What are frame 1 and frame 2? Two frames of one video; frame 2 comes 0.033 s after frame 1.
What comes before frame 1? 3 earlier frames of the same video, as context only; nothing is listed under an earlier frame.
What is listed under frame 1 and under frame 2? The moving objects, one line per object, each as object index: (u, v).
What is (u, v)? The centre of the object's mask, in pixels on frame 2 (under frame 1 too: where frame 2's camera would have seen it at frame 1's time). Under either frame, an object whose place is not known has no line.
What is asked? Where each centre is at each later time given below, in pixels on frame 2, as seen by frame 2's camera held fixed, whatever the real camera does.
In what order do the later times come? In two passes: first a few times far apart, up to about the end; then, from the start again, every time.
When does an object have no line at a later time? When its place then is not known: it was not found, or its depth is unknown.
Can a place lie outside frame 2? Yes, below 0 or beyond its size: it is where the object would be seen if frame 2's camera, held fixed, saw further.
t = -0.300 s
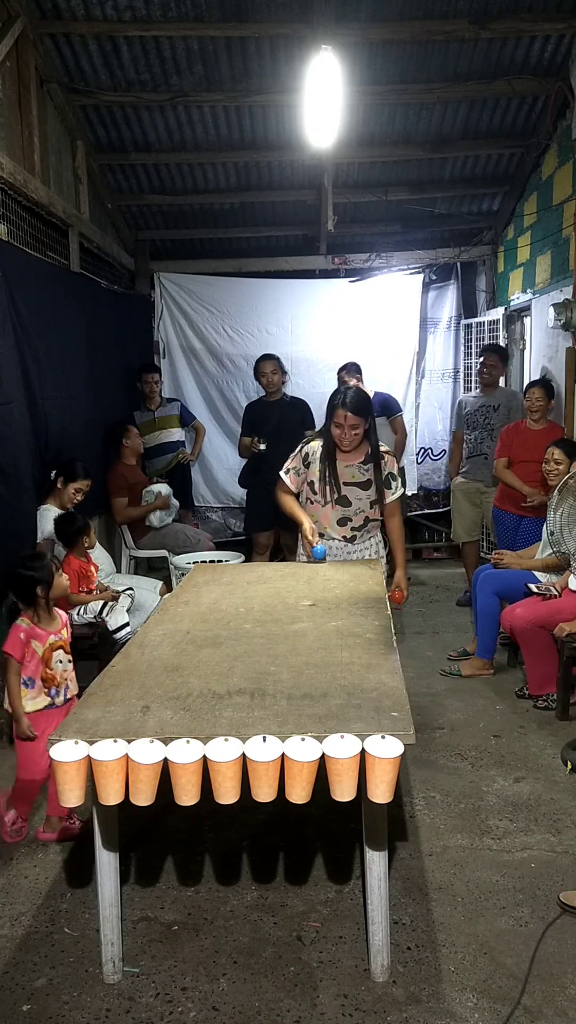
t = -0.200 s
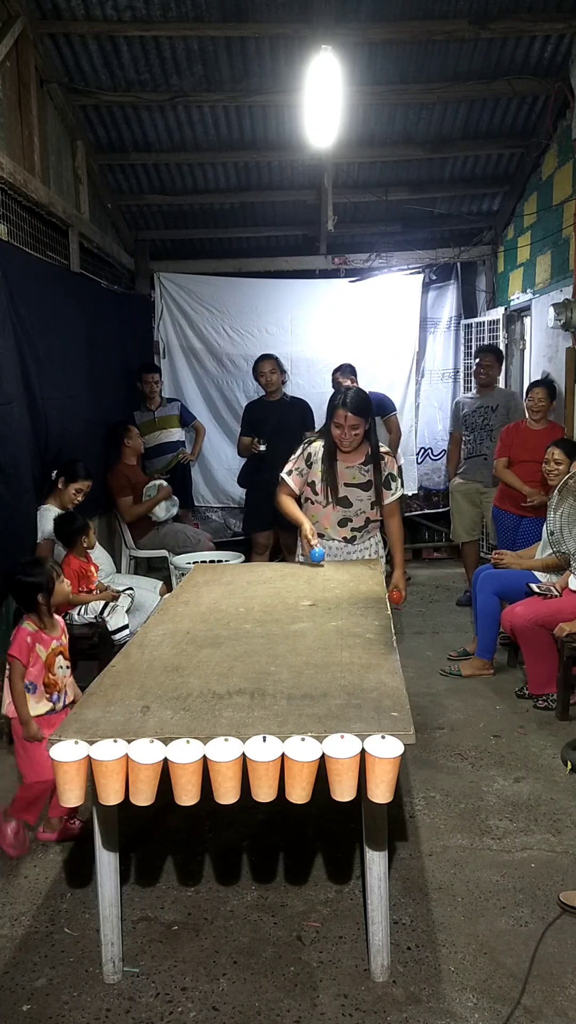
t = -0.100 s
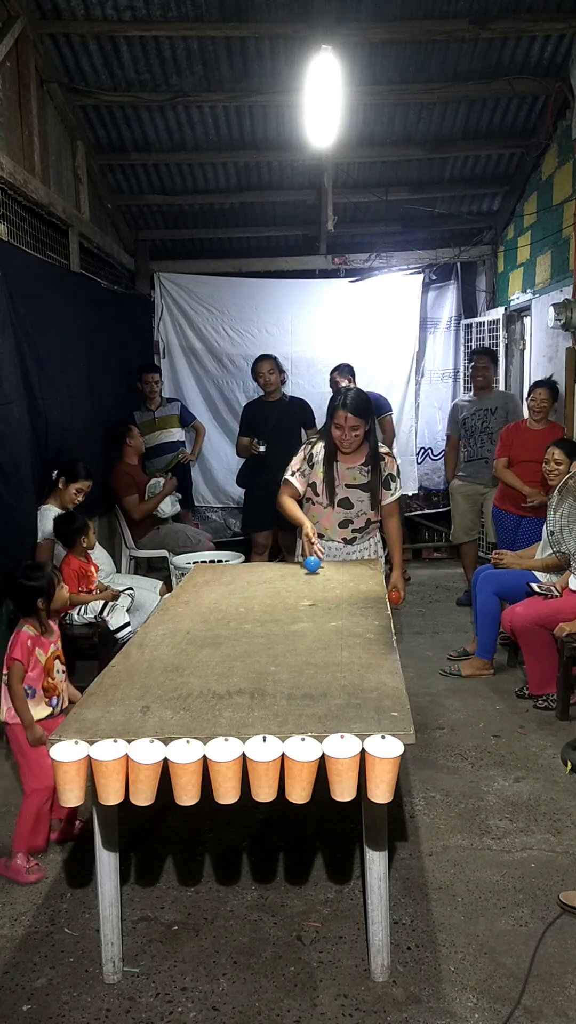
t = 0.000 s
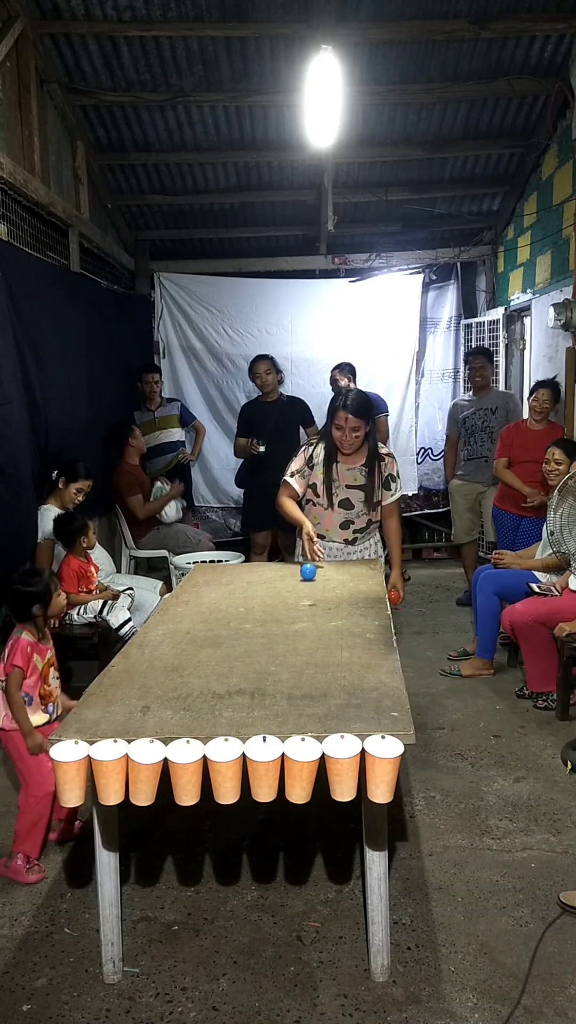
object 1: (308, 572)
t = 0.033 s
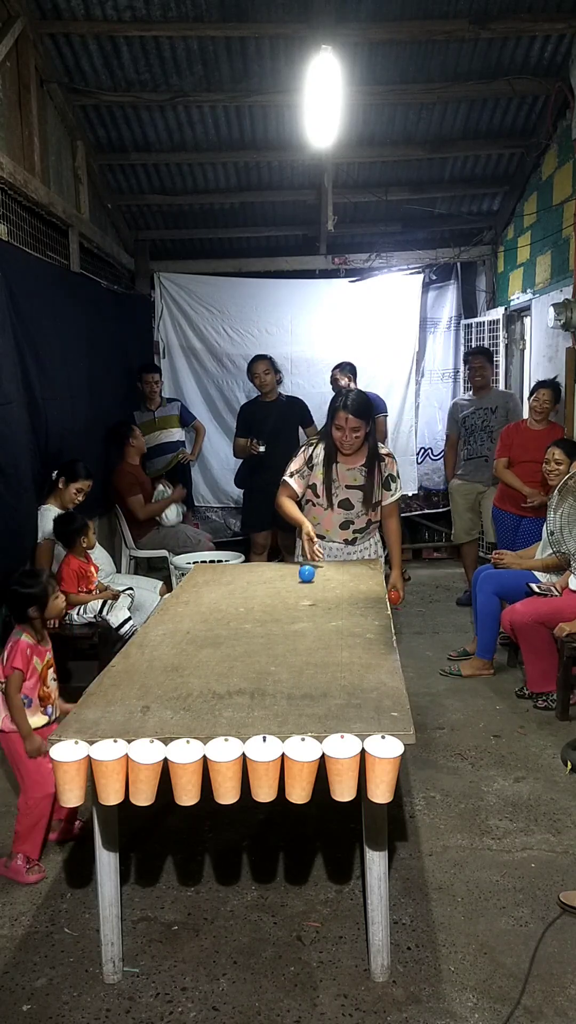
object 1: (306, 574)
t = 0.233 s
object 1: (299, 584)
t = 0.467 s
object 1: (295, 598)
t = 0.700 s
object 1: (294, 613)
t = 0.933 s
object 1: (289, 631)
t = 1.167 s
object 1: (279, 648)
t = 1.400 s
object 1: (263, 668)
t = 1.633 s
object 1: (236, 690)
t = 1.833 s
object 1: (200, 711)
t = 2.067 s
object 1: (143, 745)
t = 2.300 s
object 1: (148, 752)
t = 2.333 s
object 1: (148, 755)
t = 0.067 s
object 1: (306, 575)
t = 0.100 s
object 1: (304, 577)
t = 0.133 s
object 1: (303, 579)
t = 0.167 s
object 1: (302, 580)
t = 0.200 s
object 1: (300, 582)
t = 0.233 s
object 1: (299, 584)
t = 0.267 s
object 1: (299, 586)
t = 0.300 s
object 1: (298, 588)
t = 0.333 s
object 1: (298, 591)
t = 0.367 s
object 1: (297, 593)
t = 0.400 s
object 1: (296, 595)
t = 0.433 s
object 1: (296, 596)
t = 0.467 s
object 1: (295, 598)
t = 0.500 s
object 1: (295, 601)
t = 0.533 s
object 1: (295, 603)
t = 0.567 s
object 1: (295, 605)
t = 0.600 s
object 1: (294, 607)
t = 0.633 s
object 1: (294, 609)
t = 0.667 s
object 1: (294, 611)
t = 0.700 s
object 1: (294, 613)
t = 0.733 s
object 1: (293, 616)
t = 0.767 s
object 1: (293, 618)
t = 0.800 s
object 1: (293, 621)
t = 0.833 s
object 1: (292, 623)
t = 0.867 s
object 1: (291, 625)
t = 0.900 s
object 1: (290, 628)
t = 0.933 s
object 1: (289, 631)
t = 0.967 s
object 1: (288, 633)
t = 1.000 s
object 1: (287, 636)
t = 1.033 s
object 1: (286, 638)
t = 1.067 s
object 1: (284, 641)
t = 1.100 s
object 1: (283, 643)
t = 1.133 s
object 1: (281, 645)
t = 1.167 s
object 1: (279, 648)
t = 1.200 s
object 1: (277, 651)
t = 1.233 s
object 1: (276, 654)
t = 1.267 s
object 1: (274, 657)
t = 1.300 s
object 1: (271, 659)
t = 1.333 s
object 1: (269, 662)
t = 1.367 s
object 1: (266, 665)
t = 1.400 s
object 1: (263, 668)
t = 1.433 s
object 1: (260, 671)
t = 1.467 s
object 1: (257, 674)
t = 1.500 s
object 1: (253, 677)
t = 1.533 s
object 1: (250, 680)
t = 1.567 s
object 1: (246, 683)
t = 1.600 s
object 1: (241, 687)
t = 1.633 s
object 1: (236, 690)
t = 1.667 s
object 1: (231, 694)
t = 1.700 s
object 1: (225, 697)
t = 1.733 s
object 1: (219, 701)
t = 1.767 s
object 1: (214, 704)
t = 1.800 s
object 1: (207, 707)
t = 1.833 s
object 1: (200, 711)
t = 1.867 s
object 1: (192, 714)
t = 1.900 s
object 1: (184, 718)
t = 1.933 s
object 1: (175, 721)
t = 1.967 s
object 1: (168, 726)
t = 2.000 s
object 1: (160, 734)
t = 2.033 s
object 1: (150, 744)
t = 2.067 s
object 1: (143, 745)
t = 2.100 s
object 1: (139, 739)
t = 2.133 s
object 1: (136, 738)
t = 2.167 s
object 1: (136, 737)
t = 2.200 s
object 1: (136, 737)
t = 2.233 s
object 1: (139, 740)
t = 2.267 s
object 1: (143, 746)
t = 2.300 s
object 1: (148, 752)
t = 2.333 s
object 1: (148, 755)
